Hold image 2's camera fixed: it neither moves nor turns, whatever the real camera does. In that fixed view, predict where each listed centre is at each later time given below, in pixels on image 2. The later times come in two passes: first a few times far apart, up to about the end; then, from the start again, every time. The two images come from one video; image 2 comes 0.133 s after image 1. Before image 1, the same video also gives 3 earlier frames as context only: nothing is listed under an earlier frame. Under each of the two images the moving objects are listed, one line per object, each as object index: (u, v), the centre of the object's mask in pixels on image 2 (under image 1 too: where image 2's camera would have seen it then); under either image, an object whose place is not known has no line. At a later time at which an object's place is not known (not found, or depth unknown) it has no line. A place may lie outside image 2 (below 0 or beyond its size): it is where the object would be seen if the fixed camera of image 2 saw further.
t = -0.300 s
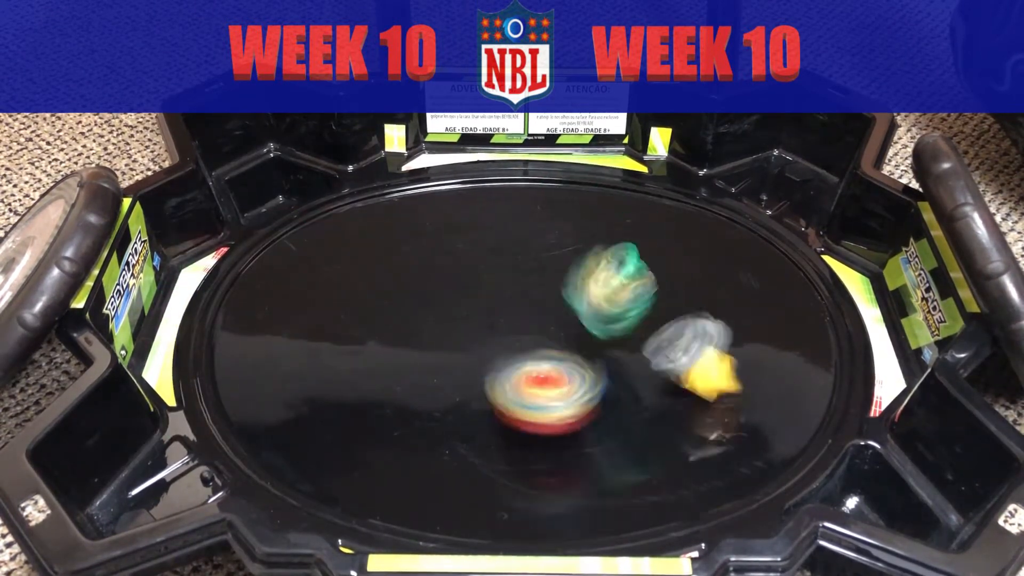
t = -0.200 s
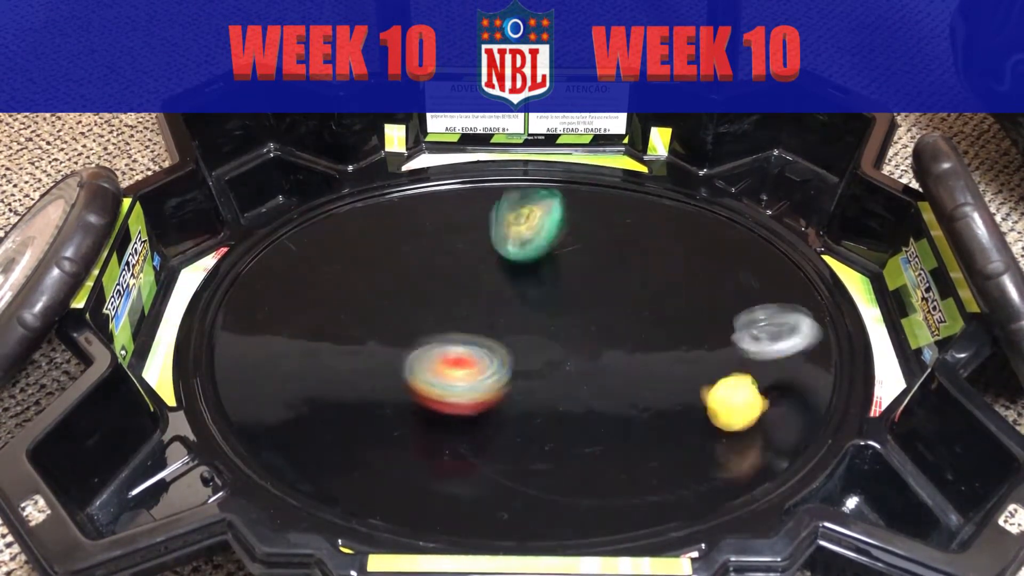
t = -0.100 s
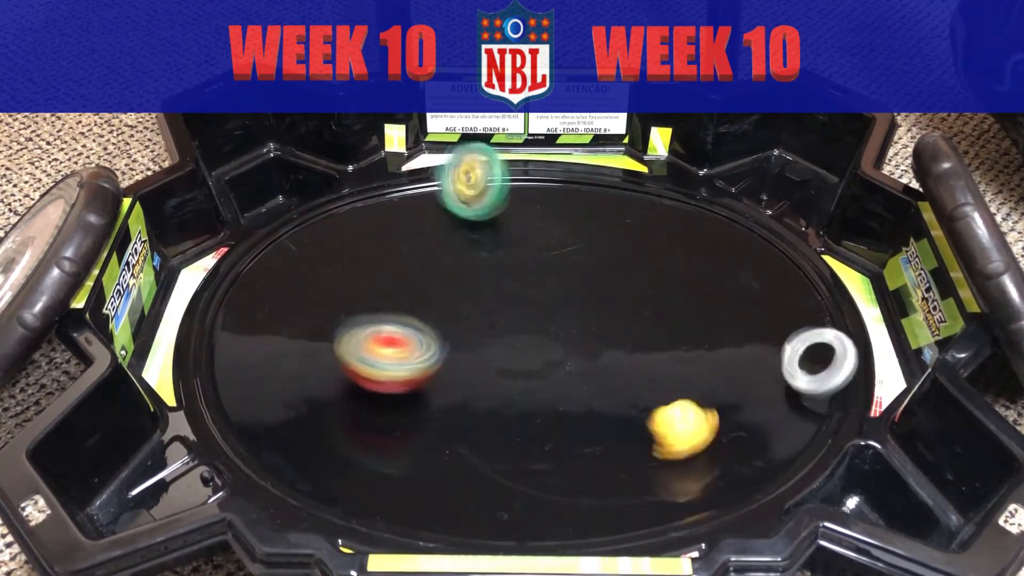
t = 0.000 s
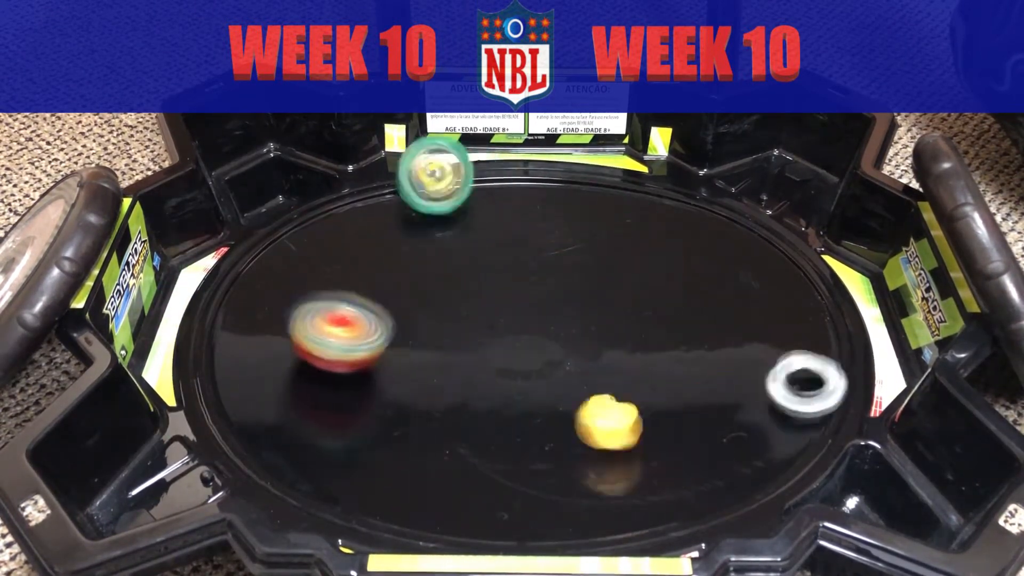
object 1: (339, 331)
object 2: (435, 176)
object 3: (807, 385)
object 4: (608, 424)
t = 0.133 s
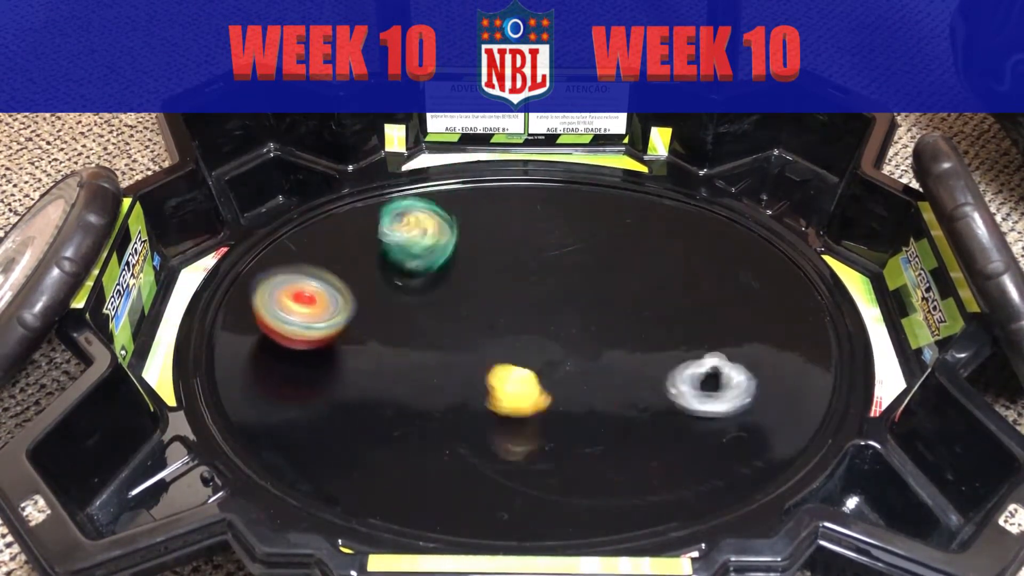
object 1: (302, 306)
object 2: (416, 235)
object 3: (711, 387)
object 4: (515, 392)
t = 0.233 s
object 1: (296, 290)
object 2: (426, 297)
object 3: (611, 372)
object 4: (461, 359)
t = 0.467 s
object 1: (335, 260)
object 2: (406, 289)
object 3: (457, 349)
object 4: (436, 421)
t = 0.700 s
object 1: (380, 243)
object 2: (508, 312)
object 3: (441, 366)
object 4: (472, 412)
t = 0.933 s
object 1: (465, 284)
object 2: (573, 339)
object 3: (451, 364)
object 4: (520, 386)
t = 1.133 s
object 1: (572, 287)
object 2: (622, 394)
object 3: (452, 363)
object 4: (520, 369)
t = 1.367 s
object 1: (634, 261)
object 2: (638, 429)
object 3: (453, 363)
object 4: (518, 368)
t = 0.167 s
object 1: (298, 301)
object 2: (420, 250)
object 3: (679, 383)
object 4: (495, 380)
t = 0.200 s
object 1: (296, 295)
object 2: (419, 268)
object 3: (646, 378)
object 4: (477, 369)
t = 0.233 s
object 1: (296, 290)
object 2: (426, 297)
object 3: (611, 372)
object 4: (461, 359)
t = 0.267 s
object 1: (298, 285)
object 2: (426, 308)
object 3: (577, 365)
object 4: (452, 352)
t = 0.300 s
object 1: (301, 281)
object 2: (438, 313)
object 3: (546, 358)
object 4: (445, 370)
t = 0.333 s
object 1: (306, 276)
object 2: (445, 319)
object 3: (517, 352)
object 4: (440, 381)
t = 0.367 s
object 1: (312, 271)
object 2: (431, 308)
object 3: (497, 350)
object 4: (435, 395)
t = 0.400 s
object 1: (319, 268)
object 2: (416, 298)
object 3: (481, 350)
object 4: (433, 406)
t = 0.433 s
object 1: (326, 264)
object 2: (407, 291)
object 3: (467, 349)
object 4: (434, 417)
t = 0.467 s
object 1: (335, 260)
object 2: (406, 289)
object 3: (457, 349)
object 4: (436, 421)
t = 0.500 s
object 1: (343, 258)
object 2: (411, 289)
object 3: (448, 349)
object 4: (441, 428)
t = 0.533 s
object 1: (350, 255)
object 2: (417, 291)
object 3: (440, 350)
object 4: (446, 427)
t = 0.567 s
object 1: (359, 253)
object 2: (421, 293)
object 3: (434, 350)
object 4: (452, 427)
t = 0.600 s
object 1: (366, 248)
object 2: (432, 291)
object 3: (433, 355)
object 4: (456, 427)
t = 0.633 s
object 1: (371, 244)
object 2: (457, 295)
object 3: (435, 361)
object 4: (461, 421)
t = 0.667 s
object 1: (376, 242)
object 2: (483, 304)
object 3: (438, 365)
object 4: (468, 418)
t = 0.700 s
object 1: (380, 243)
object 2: (508, 312)
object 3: (441, 366)
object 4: (472, 412)
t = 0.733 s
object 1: (385, 247)
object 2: (530, 320)
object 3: (443, 365)
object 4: (478, 400)
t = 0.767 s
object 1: (392, 252)
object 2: (548, 326)
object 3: (445, 365)
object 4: (485, 391)
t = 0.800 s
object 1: (401, 258)
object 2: (561, 332)
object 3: (445, 364)
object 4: (488, 385)
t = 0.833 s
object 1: (413, 265)
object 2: (569, 336)
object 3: (449, 363)
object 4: (498, 389)
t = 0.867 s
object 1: (428, 272)
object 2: (573, 338)
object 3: (450, 363)
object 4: (507, 388)
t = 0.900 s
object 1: (445, 279)
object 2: (573, 339)
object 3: (451, 364)
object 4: (515, 387)
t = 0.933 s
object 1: (465, 284)
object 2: (573, 339)
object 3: (451, 364)
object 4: (520, 386)
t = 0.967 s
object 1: (484, 289)
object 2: (573, 339)
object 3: (451, 364)
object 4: (523, 381)
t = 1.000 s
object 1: (503, 292)
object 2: (574, 339)
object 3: (451, 364)
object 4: (526, 378)
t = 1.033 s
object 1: (522, 293)
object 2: (583, 345)
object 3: (452, 363)
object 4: (526, 374)
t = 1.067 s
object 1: (540, 291)
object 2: (597, 359)
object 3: (452, 363)
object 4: (524, 370)
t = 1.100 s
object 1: (557, 289)
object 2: (611, 380)
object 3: (452, 363)
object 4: (521, 370)
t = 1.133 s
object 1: (572, 287)
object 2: (622, 394)
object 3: (452, 363)
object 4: (520, 369)
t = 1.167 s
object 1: (587, 284)
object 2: (630, 410)
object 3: (452, 363)
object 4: (518, 369)
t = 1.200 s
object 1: (600, 280)
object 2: (636, 422)
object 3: (453, 363)
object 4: (518, 368)
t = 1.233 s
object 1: (612, 276)
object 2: (639, 428)
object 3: (453, 363)
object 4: (518, 368)
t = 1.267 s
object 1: (622, 271)
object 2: (639, 429)
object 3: (453, 363)
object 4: (518, 368)
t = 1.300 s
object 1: (629, 267)
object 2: (638, 429)
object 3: (453, 363)
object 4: (518, 368)
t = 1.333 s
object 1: (633, 263)
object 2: (639, 429)
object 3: (453, 363)
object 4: (518, 368)
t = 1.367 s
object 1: (634, 261)
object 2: (638, 429)
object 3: (453, 363)
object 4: (518, 368)
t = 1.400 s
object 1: (633, 261)
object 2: (639, 429)
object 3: (453, 363)
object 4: (518, 368)
